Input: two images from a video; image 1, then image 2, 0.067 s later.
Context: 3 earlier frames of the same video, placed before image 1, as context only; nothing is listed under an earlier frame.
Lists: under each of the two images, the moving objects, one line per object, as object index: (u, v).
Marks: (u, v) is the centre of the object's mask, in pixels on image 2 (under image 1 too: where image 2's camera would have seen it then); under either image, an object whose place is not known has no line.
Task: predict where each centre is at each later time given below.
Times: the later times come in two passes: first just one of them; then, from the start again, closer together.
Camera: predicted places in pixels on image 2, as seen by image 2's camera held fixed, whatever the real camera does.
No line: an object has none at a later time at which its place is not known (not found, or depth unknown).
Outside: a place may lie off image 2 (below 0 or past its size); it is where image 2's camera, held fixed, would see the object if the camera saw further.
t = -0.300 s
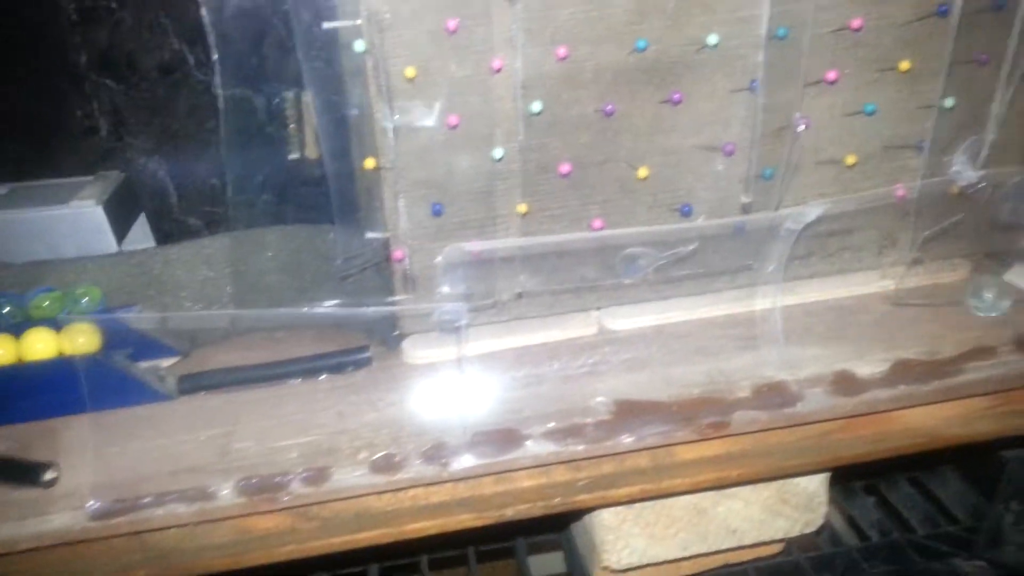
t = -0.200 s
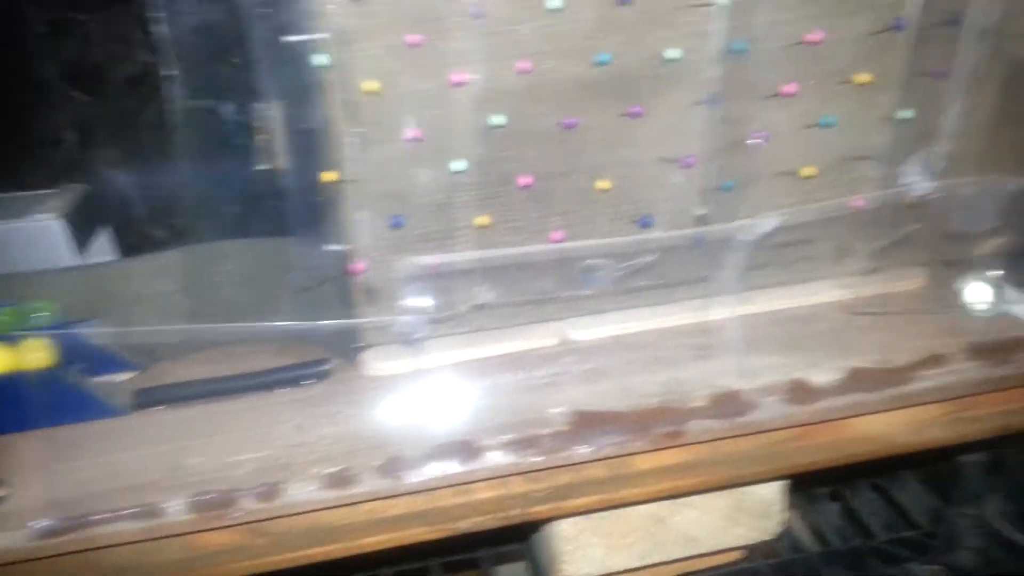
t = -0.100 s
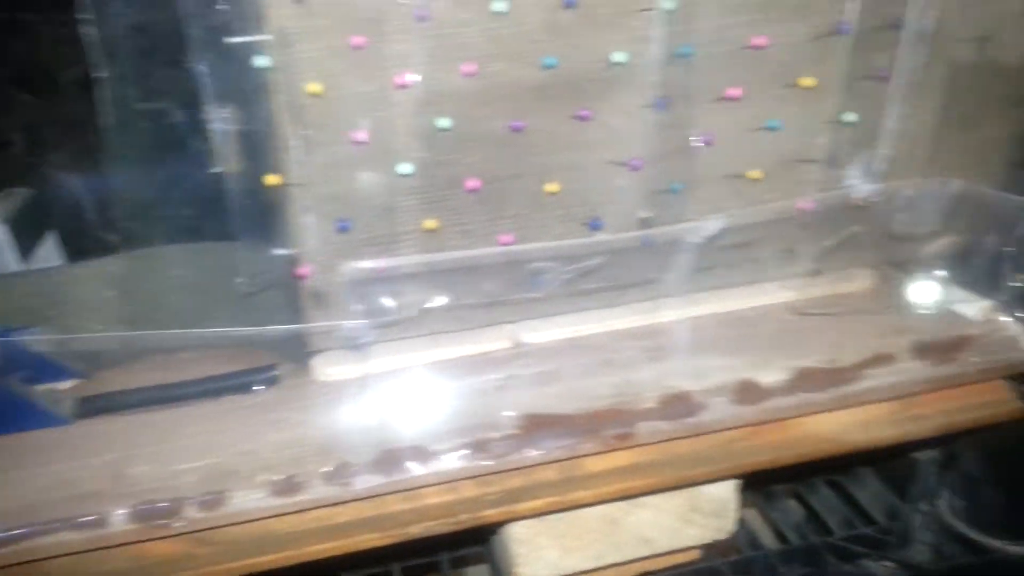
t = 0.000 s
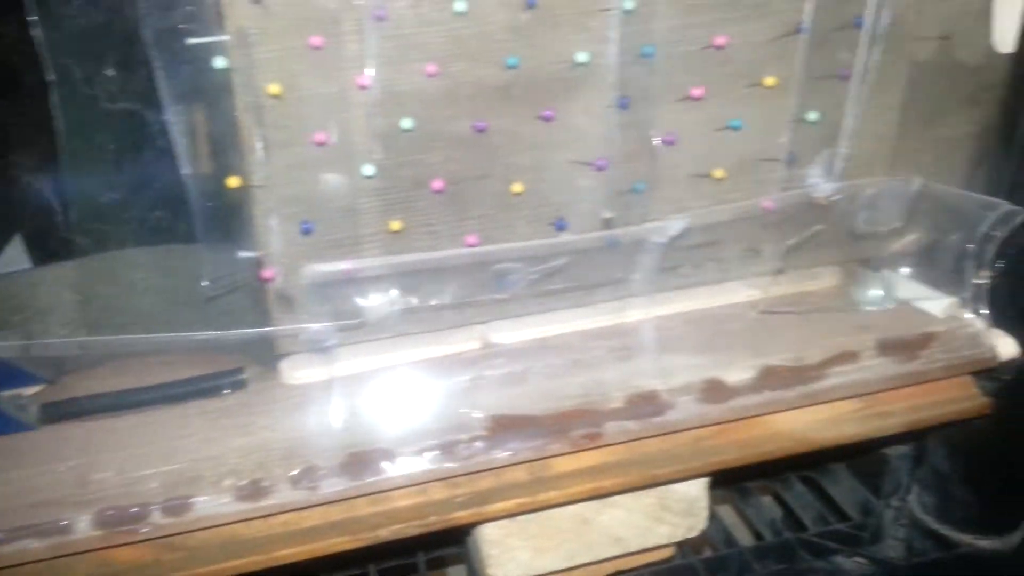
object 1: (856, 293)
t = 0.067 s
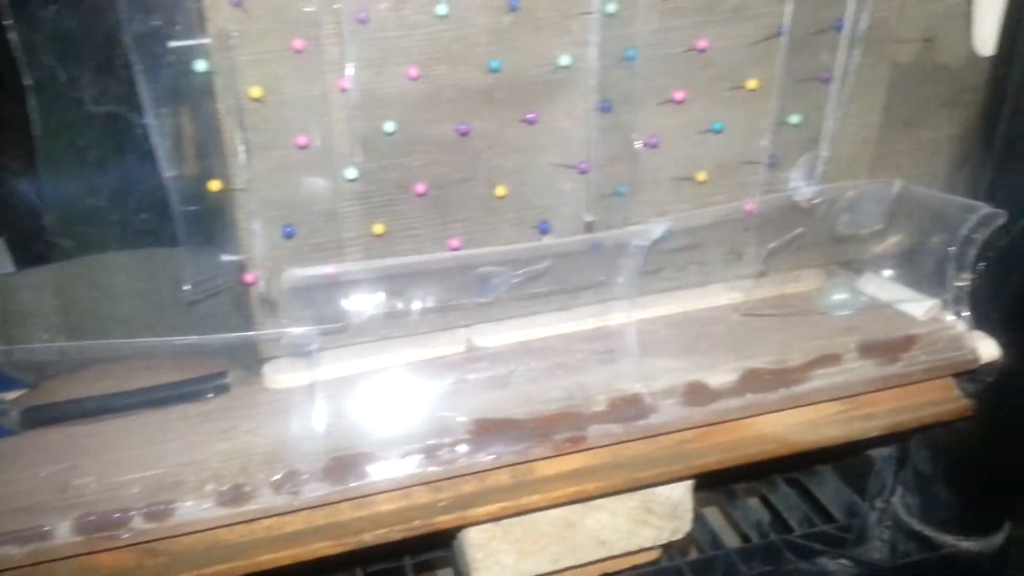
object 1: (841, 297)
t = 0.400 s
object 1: (698, 313)
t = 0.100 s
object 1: (830, 299)
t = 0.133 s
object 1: (818, 300)
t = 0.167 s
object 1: (807, 300)
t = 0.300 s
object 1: (749, 303)
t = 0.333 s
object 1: (732, 308)
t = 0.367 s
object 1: (717, 310)
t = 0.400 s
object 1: (698, 313)
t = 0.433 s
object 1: (678, 314)
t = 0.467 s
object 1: (659, 317)
